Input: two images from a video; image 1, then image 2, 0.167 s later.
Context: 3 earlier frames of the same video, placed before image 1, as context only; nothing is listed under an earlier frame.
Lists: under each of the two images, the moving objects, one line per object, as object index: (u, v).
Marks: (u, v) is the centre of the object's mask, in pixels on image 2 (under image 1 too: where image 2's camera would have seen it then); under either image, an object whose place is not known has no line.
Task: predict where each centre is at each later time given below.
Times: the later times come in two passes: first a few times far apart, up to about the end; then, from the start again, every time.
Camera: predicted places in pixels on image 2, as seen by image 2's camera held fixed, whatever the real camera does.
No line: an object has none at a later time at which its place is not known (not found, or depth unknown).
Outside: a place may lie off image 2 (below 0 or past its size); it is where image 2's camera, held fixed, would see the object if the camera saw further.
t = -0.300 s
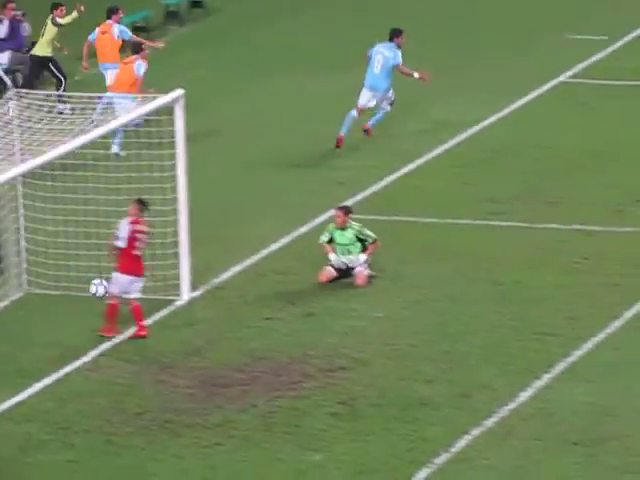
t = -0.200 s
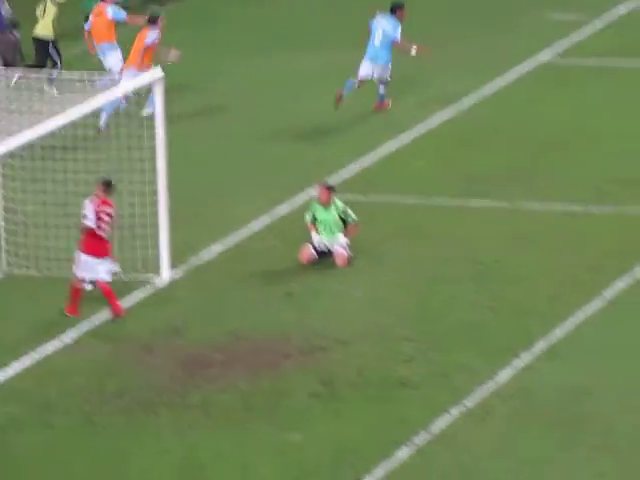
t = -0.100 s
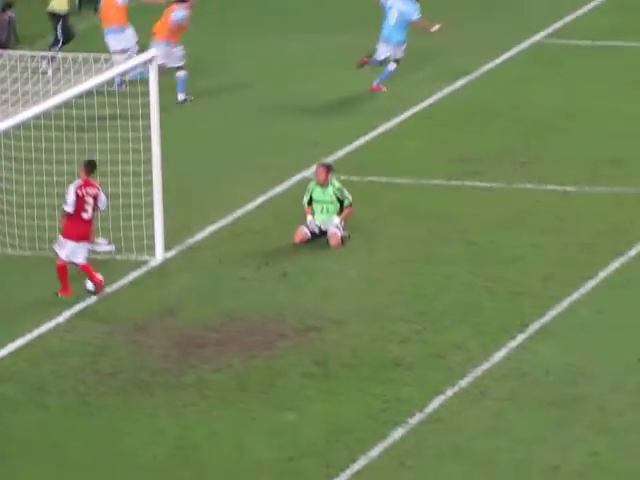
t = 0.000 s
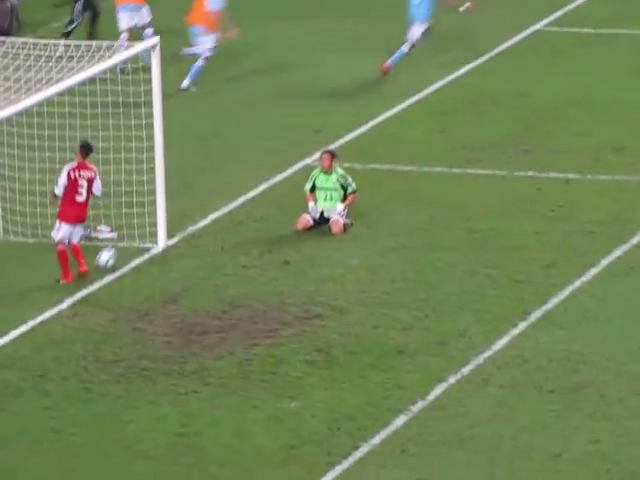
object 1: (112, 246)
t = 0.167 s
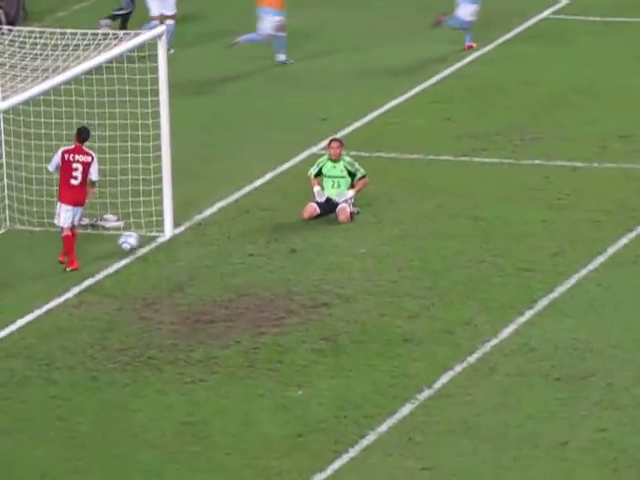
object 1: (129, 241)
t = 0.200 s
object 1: (132, 241)
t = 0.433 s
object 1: (154, 250)
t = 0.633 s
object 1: (173, 255)
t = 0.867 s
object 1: (191, 255)
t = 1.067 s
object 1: (207, 253)
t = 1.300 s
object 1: (224, 252)
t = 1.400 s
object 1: (230, 252)
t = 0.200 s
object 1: (132, 241)
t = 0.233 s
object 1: (135, 243)
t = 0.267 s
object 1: (139, 247)
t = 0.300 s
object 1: (142, 252)
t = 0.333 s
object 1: (145, 257)
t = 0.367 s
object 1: (148, 256)
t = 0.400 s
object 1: (152, 253)
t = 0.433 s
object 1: (154, 250)
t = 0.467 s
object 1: (157, 248)
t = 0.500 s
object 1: (160, 247)
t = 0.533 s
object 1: (163, 248)
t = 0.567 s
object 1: (167, 250)
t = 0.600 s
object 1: (170, 252)
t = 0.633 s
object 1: (173, 255)
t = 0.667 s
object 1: (176, 255)
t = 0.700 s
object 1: (178, 253)
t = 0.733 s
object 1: (181, 252)
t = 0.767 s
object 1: (183, 252)
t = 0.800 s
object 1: (186, 252)
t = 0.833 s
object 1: (188, 253)
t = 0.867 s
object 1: (191, 255)
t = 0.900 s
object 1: (194, 254)
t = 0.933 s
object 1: (196, 253)
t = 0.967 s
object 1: (199, 253)
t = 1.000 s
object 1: (202, 254)
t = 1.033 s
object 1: (205, 253)
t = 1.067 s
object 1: (207, 253)
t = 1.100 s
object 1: (210, 253)
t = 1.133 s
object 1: (212, 253)
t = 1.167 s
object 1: (214, 252)
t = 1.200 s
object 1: (217, 253)
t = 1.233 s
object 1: (219, 252)
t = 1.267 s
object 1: (222, 252)
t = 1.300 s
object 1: (224, 252)
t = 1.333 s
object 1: (226, 252)
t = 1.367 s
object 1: (228, 252)
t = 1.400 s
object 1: (230, 252)
